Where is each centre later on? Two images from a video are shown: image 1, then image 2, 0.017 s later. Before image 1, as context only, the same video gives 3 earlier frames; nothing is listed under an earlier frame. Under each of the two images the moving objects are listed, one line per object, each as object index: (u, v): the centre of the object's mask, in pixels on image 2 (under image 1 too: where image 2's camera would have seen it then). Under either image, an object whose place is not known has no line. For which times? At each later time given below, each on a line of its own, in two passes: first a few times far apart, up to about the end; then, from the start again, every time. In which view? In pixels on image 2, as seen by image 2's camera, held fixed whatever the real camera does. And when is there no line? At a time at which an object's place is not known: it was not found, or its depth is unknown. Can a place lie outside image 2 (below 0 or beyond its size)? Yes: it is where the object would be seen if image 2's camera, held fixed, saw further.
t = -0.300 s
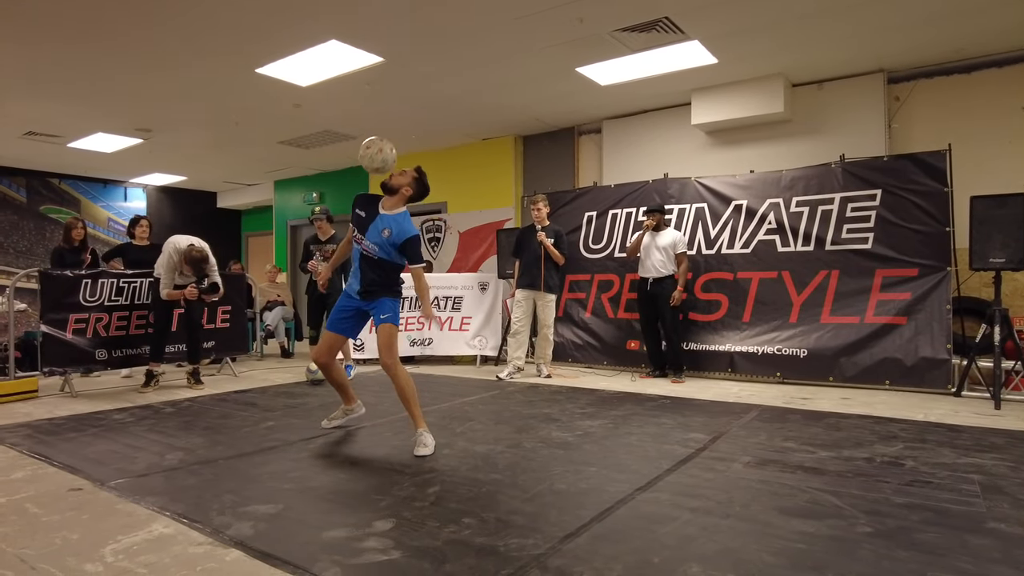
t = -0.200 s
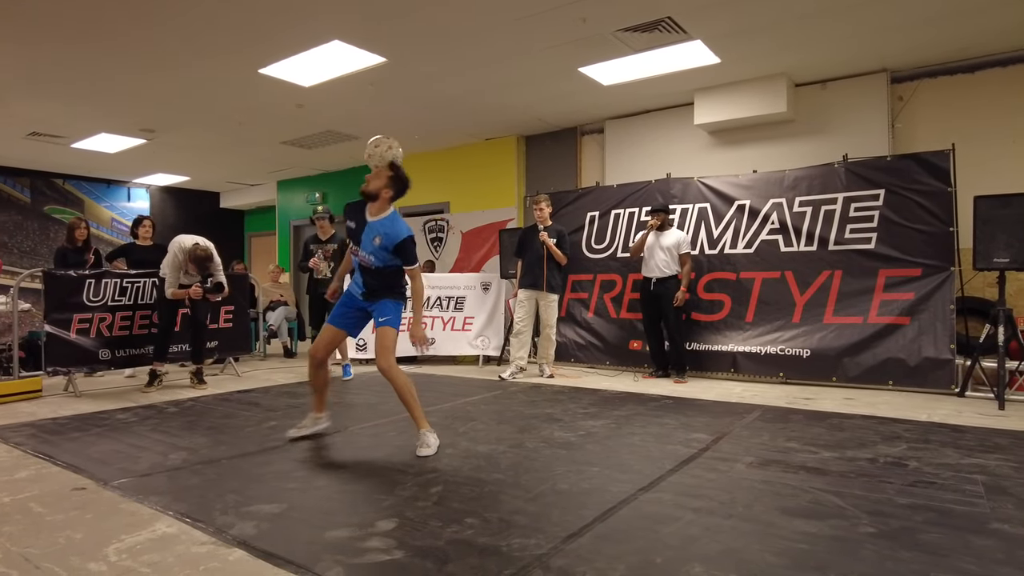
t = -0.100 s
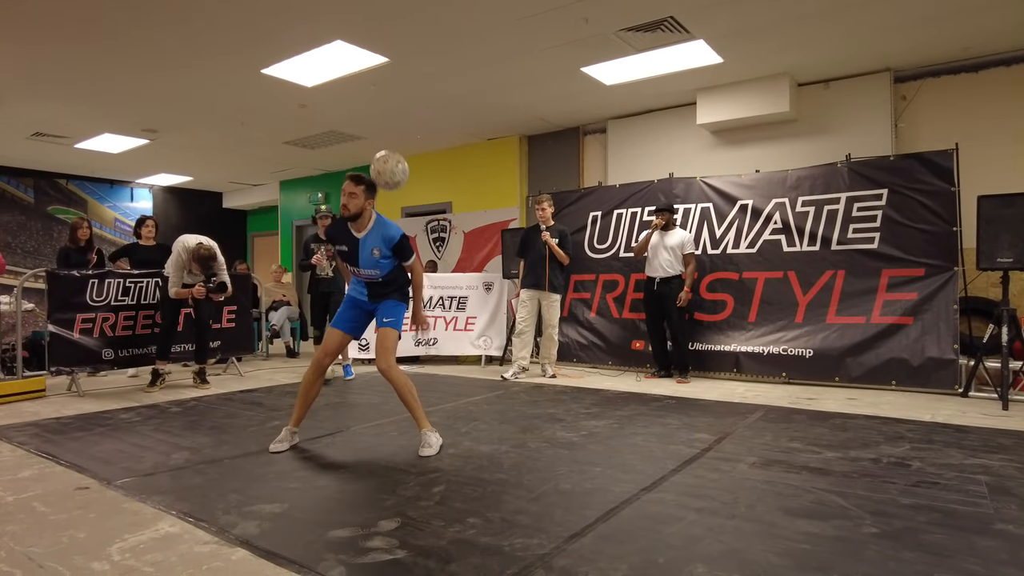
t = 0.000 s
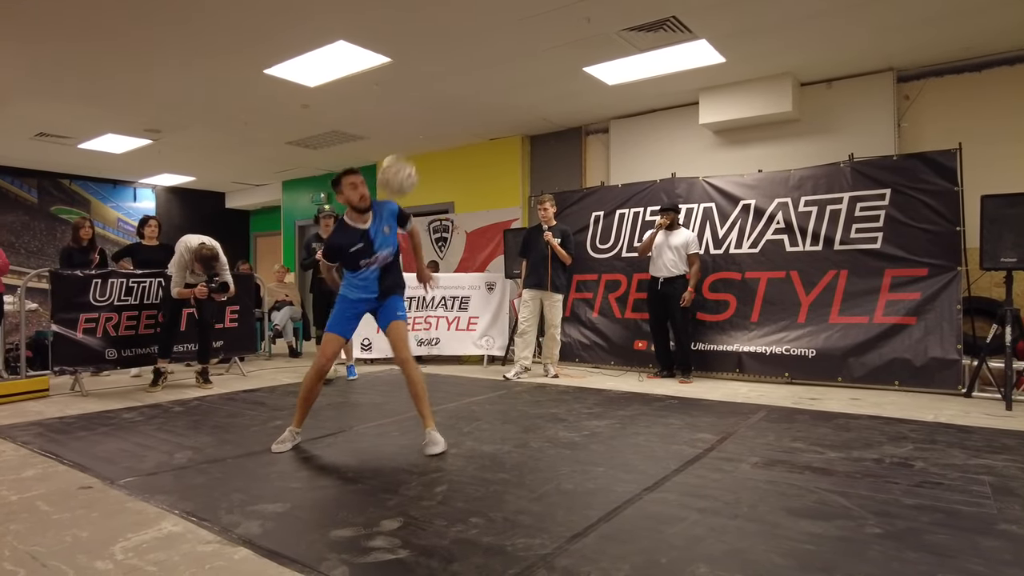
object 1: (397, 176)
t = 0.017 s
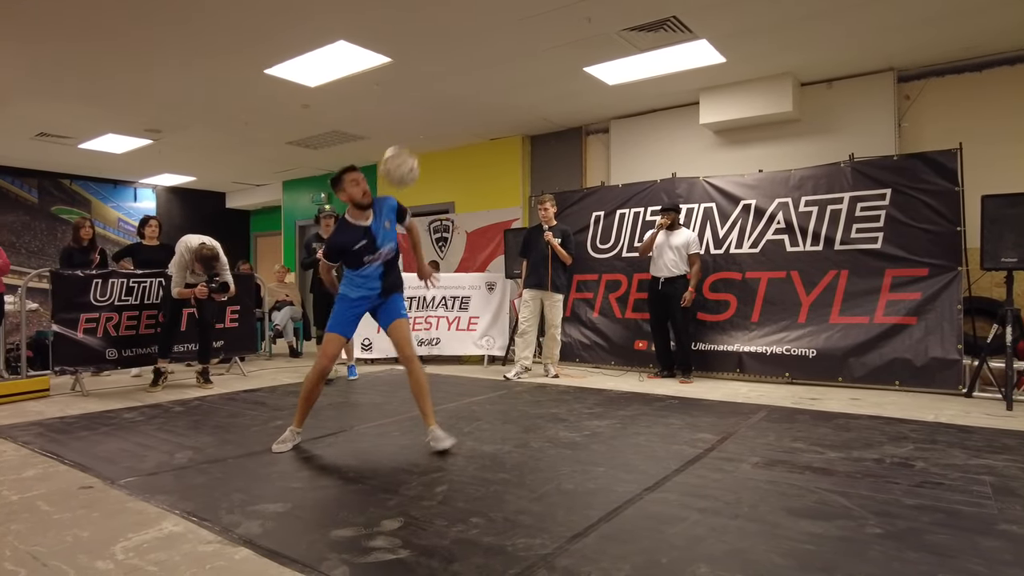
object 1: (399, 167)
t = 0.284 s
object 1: (426, 87)
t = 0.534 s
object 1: (450, 118)
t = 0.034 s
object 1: (401, 157)
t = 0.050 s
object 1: (403, 150)
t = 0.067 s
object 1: (404, 142)
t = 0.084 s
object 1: (406, 135)
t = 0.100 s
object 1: (406, 128)
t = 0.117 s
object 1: (409, 121)
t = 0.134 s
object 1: (411, 117)
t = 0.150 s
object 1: (413, 111)
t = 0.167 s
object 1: (415, 107)
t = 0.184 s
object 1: (417, 103)
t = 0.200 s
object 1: (418, 99)
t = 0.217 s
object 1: (420, 97)
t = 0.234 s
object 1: (421, 94)
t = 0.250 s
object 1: (423, 91)
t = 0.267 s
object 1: (425, 89)
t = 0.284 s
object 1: (426, 87)
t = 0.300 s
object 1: (428, 86)
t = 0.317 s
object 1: (430, 85)
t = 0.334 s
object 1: (431, 85)
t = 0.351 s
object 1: (433, 86)
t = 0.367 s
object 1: (435, 87)
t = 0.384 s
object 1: (436, 88)
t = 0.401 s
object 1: (438, 89)
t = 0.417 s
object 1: (439, 91)
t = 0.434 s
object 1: (441, 93)
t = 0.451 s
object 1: (443, 97)
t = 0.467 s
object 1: (444, 100)
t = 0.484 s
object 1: (446, 103)
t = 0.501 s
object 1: (447, 108)
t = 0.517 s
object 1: (448, 112)
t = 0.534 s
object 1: (450, 118)
